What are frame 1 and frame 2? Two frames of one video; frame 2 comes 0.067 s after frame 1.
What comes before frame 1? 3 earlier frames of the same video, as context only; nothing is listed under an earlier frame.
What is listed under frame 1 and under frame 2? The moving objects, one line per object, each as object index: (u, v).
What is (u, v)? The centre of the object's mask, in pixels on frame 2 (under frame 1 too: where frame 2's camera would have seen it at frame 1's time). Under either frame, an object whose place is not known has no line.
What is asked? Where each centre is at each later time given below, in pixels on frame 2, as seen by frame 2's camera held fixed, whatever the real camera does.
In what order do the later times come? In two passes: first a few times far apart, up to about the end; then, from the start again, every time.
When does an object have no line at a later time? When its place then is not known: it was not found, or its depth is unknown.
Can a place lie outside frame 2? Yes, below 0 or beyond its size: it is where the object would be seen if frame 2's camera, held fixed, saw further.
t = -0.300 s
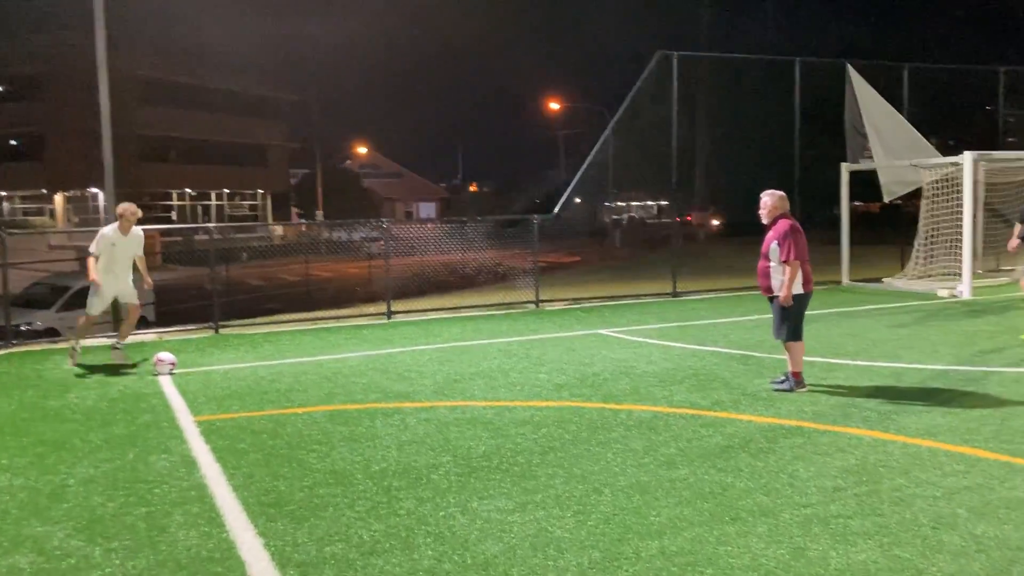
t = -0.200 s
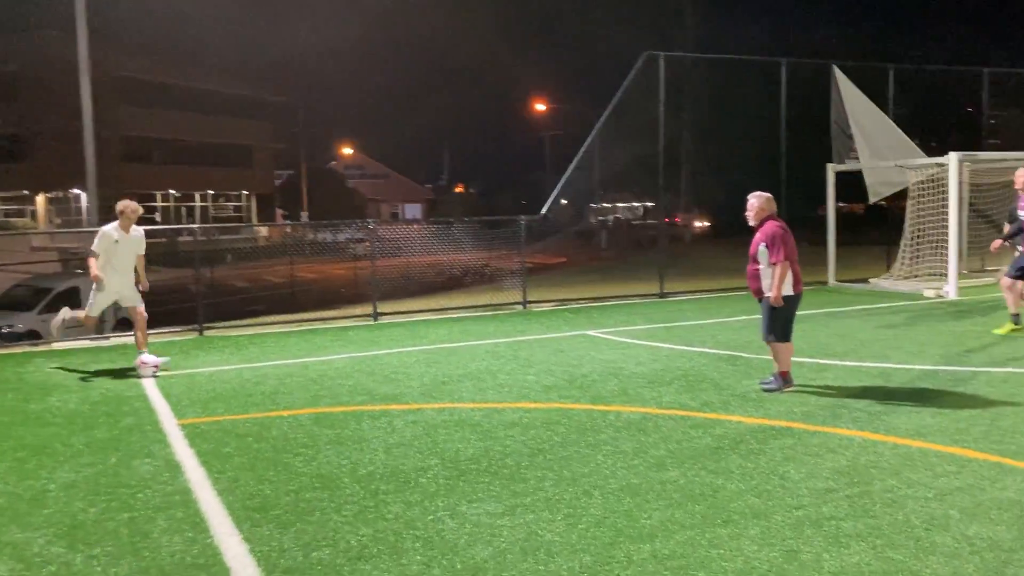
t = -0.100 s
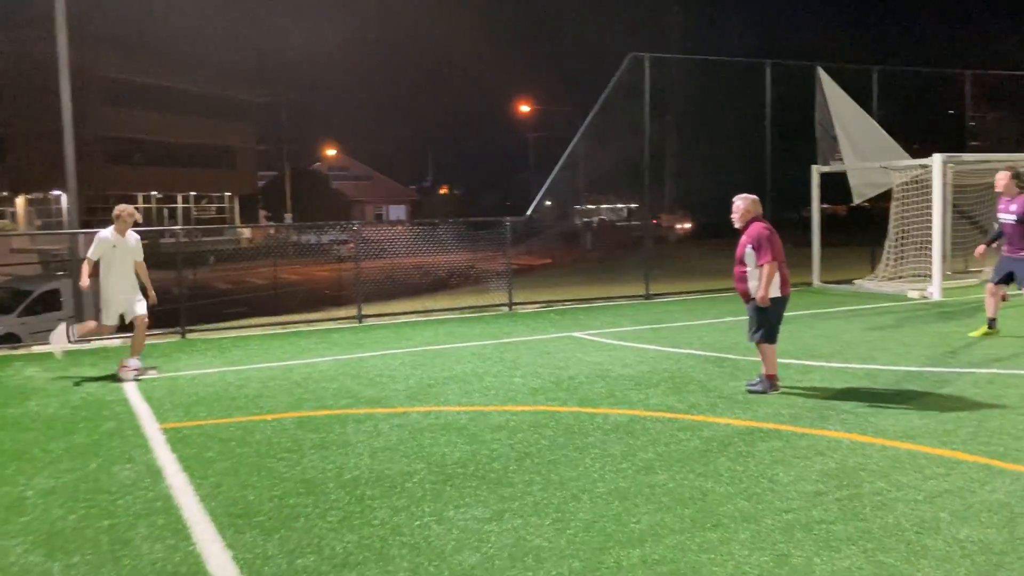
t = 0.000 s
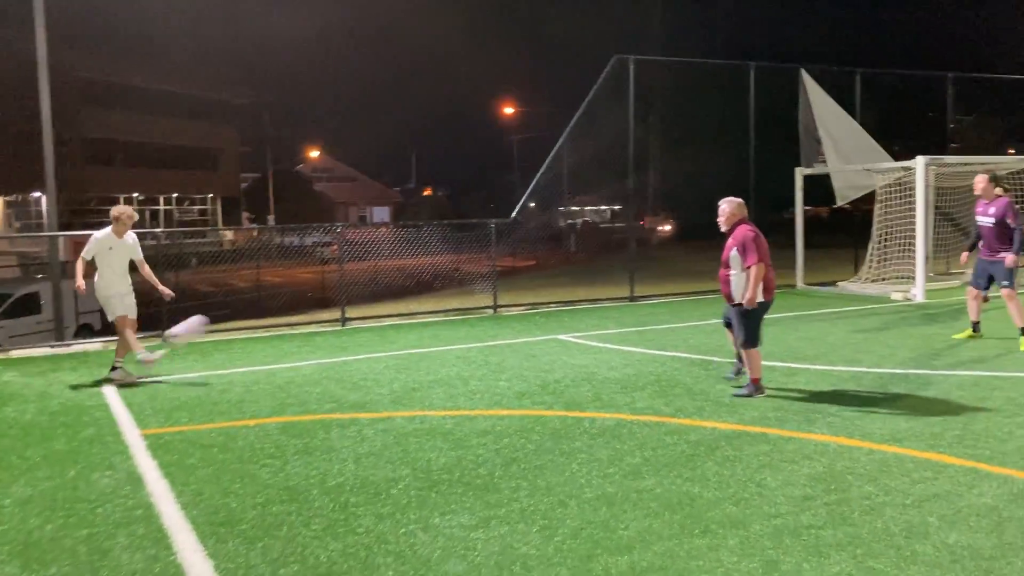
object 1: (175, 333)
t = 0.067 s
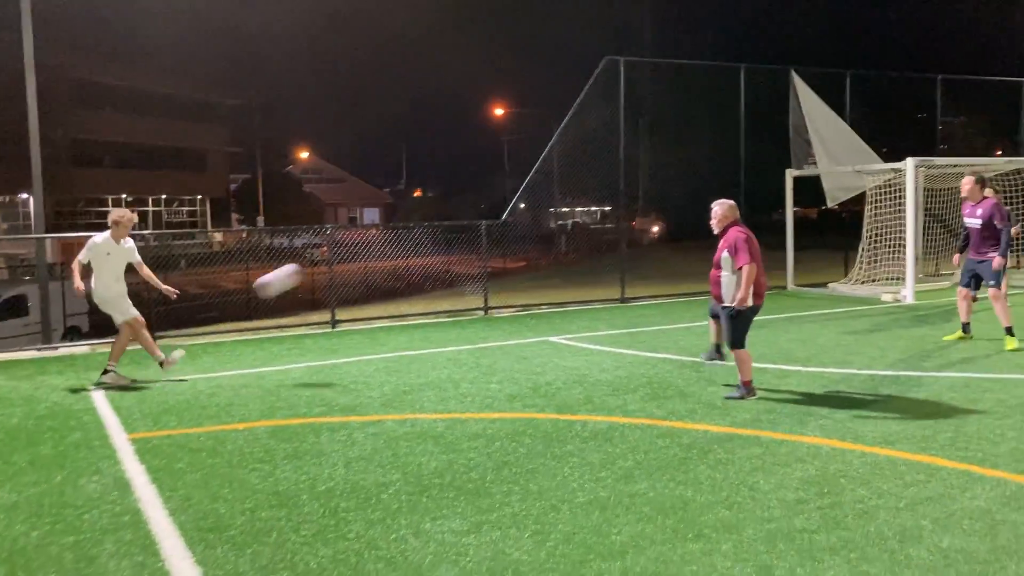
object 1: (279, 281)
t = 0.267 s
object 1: (570, 143)
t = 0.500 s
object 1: (881, 27)
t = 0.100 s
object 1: (329, 255)
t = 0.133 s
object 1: (380, 230)
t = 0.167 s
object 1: (428, 208)
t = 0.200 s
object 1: (476, 185)
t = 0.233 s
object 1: (523, 164)
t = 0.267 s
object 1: (570, 143)
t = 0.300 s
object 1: (616, 124)
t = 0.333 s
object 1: (662, 105)
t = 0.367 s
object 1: (707, 88)
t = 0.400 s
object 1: (751, 71)
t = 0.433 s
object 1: (796, 55)
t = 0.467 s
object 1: (839, 40)
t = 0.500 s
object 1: (881, 27)
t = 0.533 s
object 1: (924, 15)
